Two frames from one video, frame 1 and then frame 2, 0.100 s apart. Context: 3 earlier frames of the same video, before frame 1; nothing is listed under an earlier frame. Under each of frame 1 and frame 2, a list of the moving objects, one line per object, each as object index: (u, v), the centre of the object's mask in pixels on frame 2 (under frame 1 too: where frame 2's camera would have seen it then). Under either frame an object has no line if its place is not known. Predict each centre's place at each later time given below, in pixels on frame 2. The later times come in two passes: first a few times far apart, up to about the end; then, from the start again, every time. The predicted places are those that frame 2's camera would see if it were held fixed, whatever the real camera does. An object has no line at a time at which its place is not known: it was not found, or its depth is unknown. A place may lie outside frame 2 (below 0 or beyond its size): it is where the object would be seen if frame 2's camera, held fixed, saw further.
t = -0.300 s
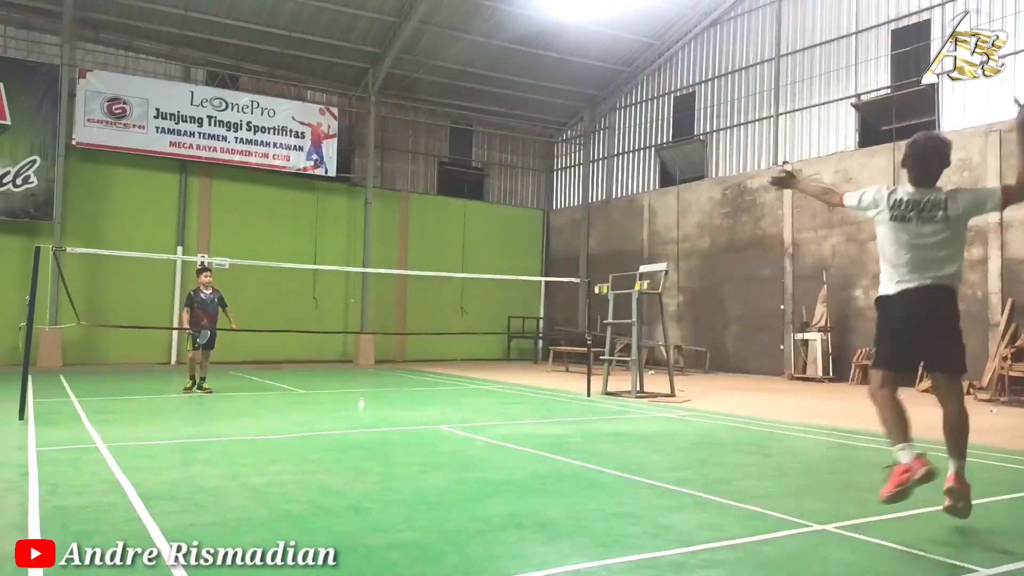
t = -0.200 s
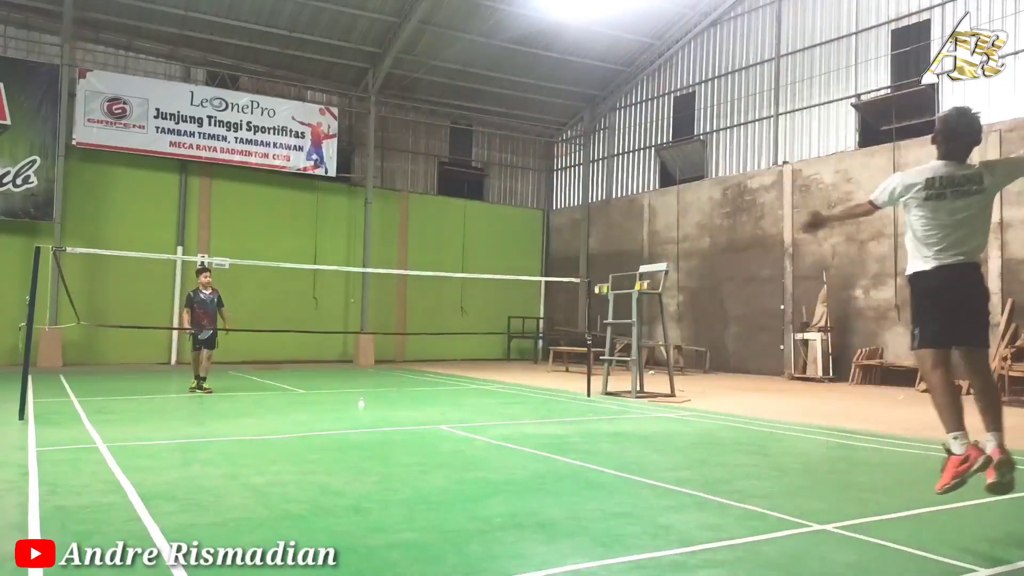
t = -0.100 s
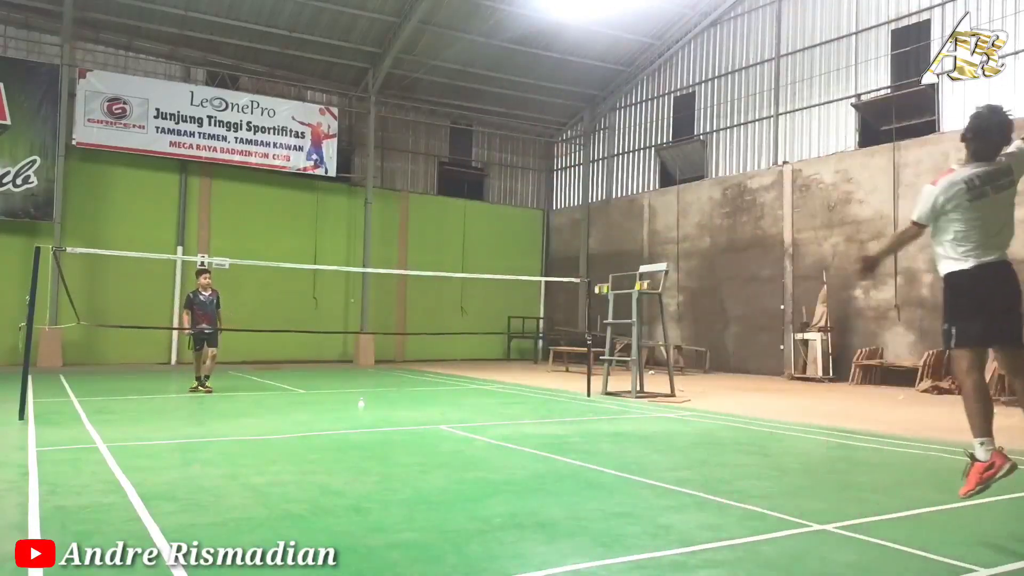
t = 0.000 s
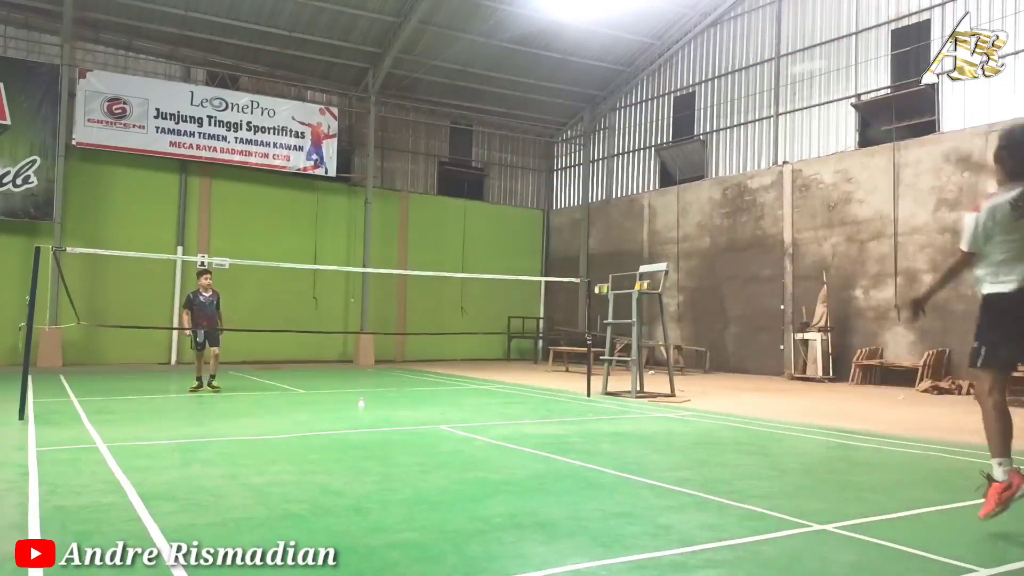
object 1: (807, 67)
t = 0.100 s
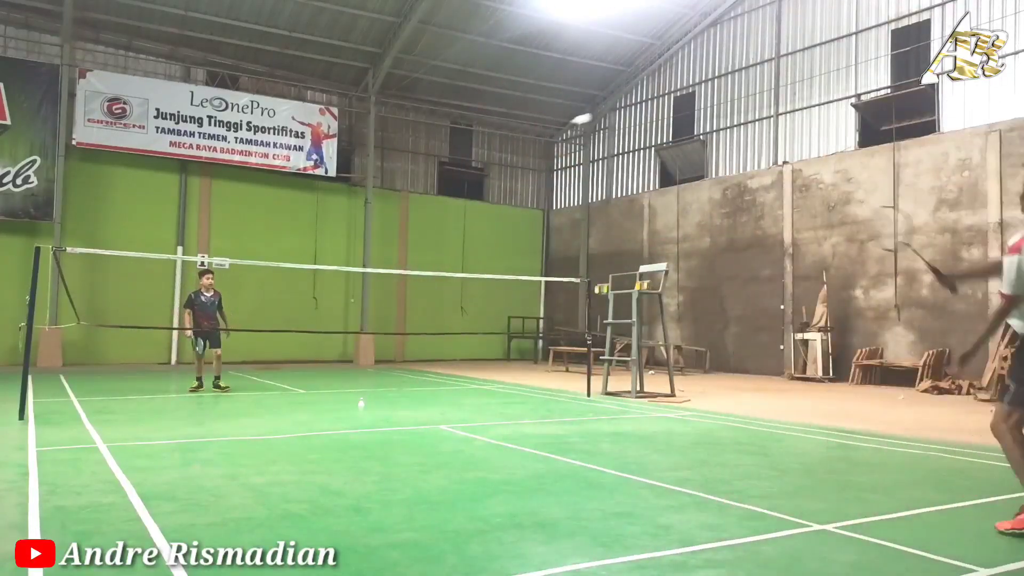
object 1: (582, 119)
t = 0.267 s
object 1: (430, 170)
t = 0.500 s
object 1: (334, 236)
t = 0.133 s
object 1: (539, 131)
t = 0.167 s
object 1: (505, 141)
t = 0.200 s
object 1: (476, 152)
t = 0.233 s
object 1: (451, 161)
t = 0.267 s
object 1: (430, 170)
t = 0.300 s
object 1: (411, 181)
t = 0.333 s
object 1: (396, 188)
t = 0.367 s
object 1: (380, 198)
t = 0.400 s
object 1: (367, 207)
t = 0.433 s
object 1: (355, 217)
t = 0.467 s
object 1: (344, 227)
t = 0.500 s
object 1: (334, 236)
